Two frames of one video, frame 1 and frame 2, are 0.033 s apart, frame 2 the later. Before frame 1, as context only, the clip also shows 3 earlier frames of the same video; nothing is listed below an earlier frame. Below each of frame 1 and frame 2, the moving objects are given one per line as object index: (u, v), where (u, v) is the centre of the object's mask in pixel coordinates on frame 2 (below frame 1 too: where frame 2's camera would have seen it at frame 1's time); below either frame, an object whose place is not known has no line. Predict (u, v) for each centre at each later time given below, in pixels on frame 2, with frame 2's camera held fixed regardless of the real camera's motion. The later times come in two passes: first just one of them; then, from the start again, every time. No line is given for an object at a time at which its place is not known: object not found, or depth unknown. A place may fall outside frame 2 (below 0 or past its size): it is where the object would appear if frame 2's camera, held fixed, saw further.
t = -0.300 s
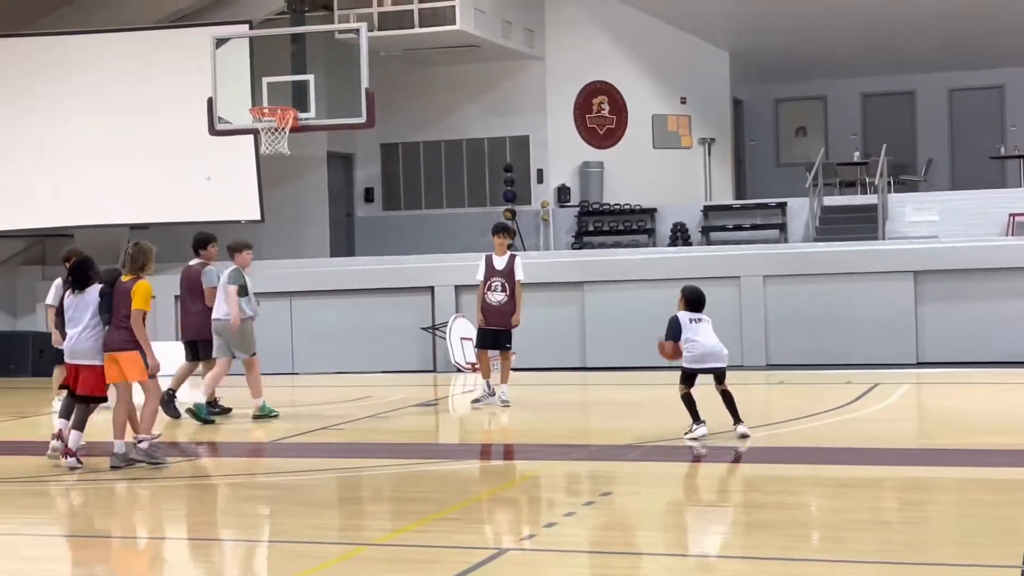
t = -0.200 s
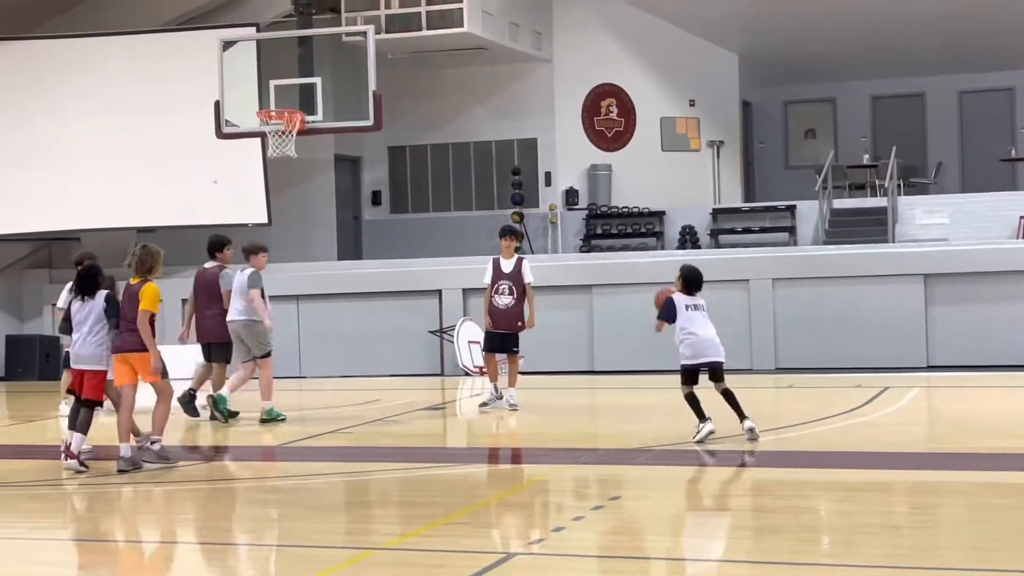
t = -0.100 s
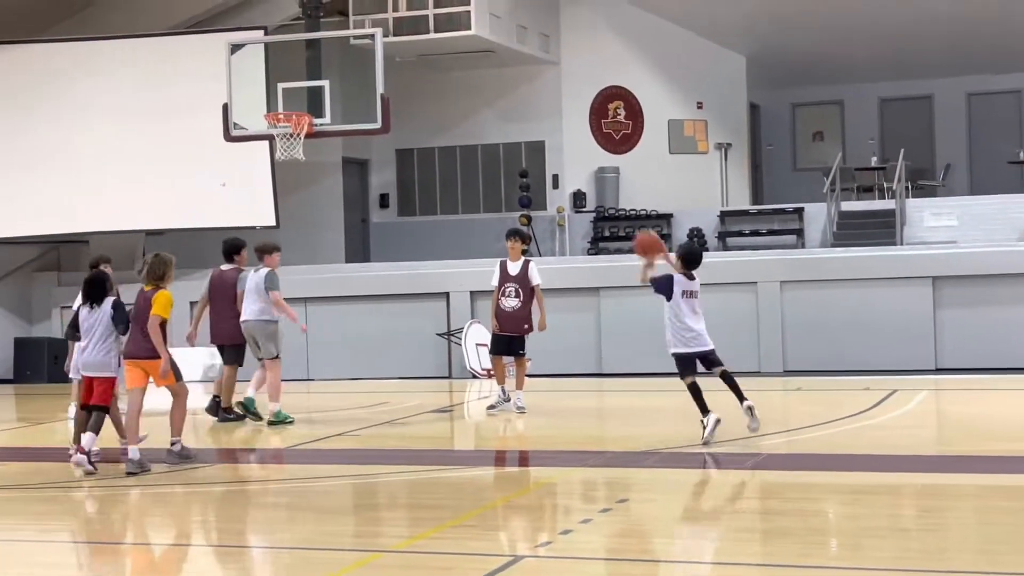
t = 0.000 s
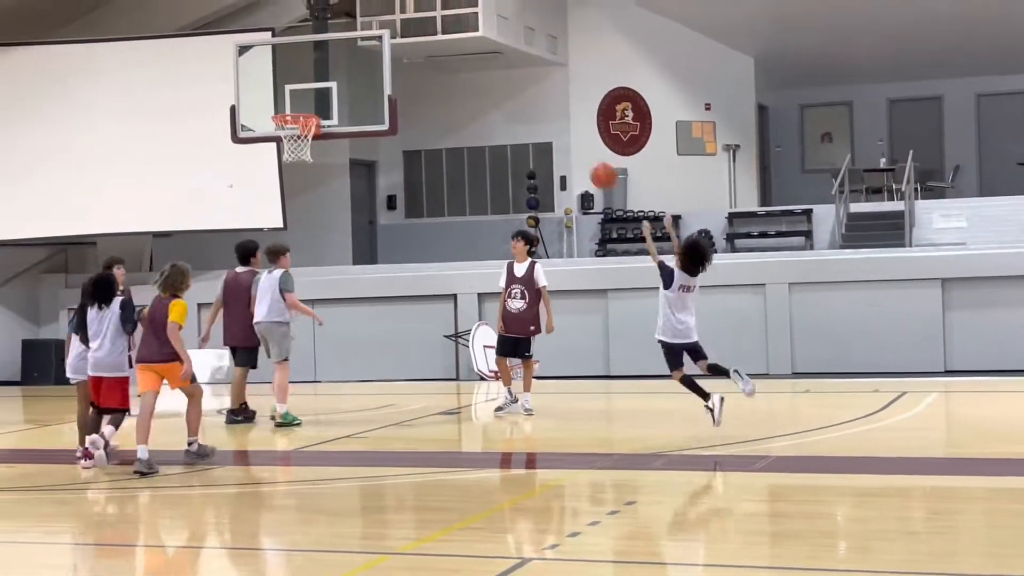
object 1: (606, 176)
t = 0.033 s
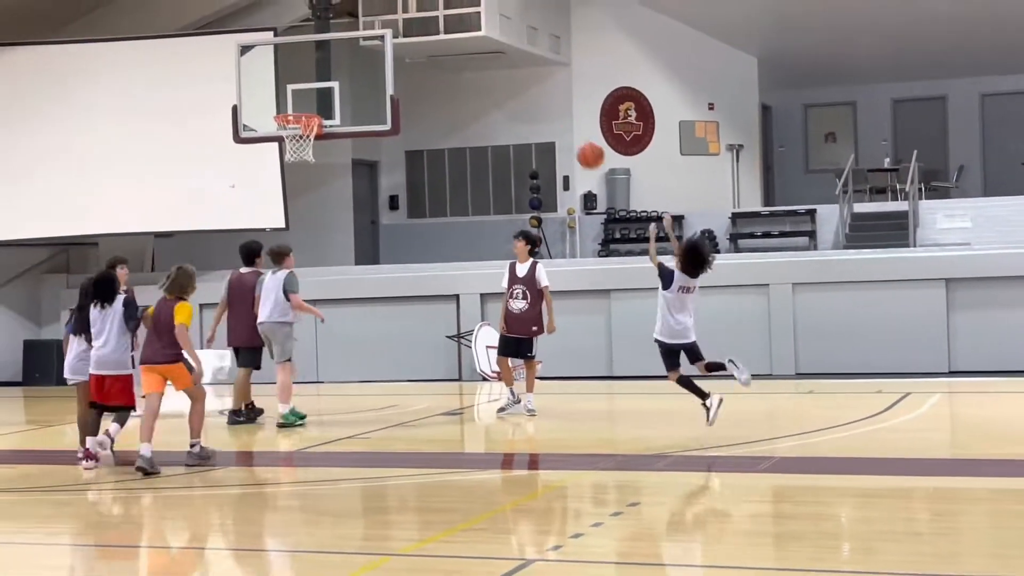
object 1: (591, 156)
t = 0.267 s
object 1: (487, 52)
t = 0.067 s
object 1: (575, 136)
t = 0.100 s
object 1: (560, 119)
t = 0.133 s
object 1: (545, 103)
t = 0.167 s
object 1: (530, 87)
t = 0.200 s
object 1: (516, 75)
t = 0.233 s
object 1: (501, 63)
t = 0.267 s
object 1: (487, 52)
